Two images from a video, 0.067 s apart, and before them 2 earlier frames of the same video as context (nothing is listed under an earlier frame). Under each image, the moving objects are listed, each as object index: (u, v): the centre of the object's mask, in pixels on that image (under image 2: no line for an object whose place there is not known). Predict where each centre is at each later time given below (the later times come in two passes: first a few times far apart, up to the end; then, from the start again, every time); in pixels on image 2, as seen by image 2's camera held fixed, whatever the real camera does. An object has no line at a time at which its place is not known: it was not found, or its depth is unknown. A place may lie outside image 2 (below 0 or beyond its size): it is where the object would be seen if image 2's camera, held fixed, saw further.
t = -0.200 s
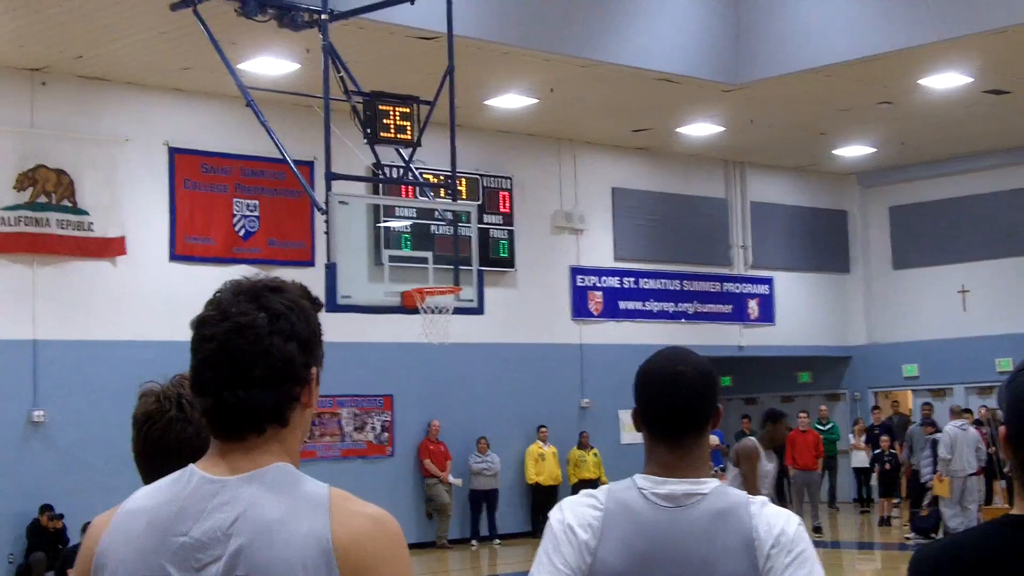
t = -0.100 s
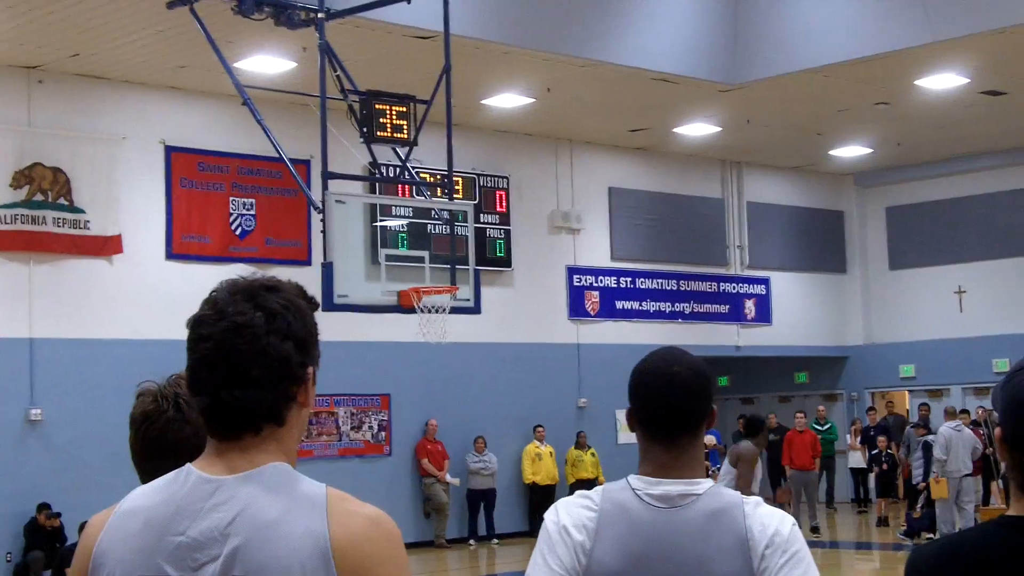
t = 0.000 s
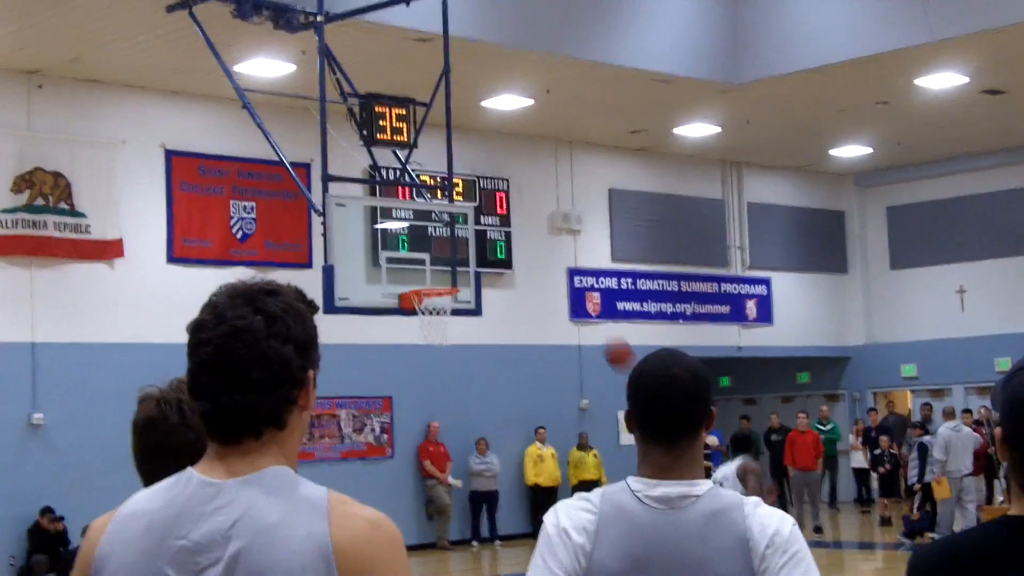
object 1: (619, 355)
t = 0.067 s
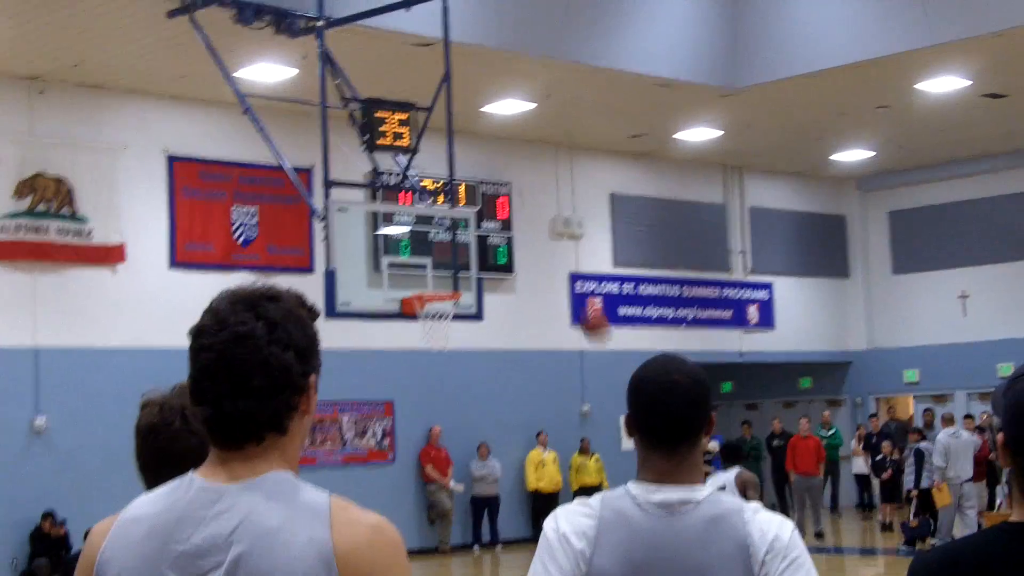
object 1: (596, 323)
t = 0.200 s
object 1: (545, 272)
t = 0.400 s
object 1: (480, 240)
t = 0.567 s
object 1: (431, 246)
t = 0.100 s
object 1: (581, 309)
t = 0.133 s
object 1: (569, 295)
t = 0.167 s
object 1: (556, 283)
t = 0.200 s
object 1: (545, 272)
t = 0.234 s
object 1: (533, 262)
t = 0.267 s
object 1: (524, 256)
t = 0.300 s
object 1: (513, 251)
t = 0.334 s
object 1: (502, 246)
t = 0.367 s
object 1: (489, 243)
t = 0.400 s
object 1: (480, 240)
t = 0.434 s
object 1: (471, 239)
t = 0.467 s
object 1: (460, 238)
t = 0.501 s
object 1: (450, 240)
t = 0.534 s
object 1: (441, 243)
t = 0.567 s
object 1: (431, 246)
